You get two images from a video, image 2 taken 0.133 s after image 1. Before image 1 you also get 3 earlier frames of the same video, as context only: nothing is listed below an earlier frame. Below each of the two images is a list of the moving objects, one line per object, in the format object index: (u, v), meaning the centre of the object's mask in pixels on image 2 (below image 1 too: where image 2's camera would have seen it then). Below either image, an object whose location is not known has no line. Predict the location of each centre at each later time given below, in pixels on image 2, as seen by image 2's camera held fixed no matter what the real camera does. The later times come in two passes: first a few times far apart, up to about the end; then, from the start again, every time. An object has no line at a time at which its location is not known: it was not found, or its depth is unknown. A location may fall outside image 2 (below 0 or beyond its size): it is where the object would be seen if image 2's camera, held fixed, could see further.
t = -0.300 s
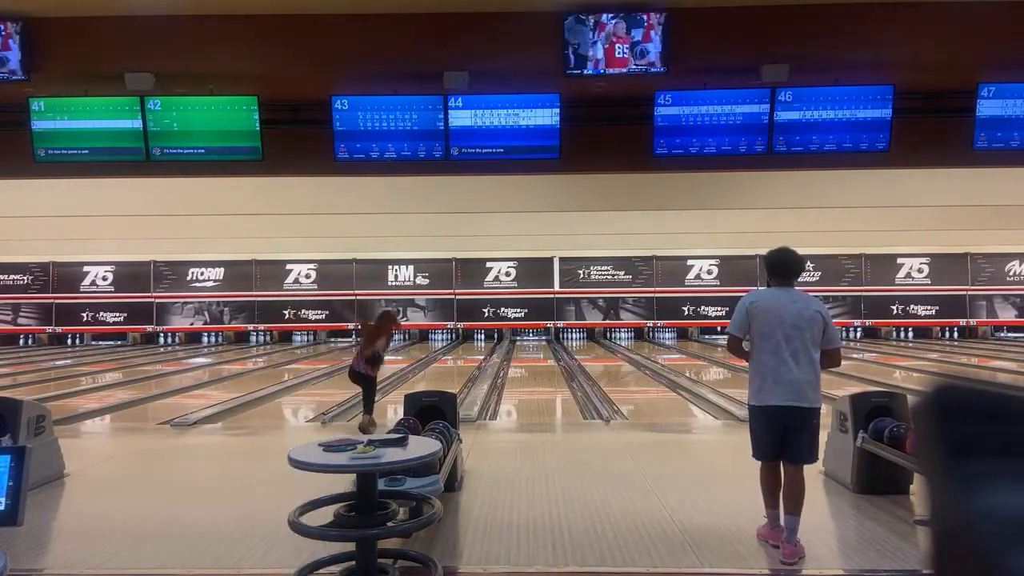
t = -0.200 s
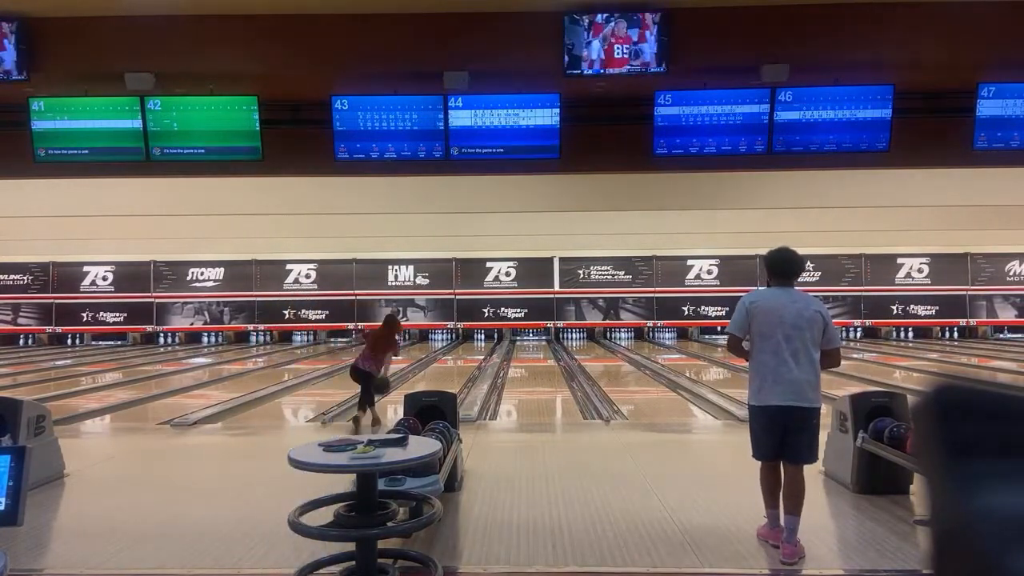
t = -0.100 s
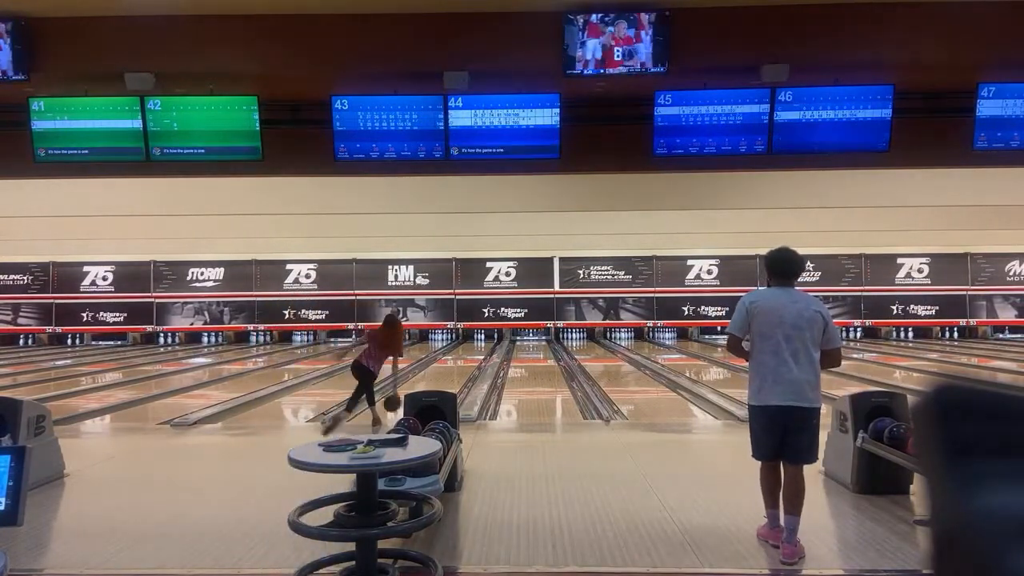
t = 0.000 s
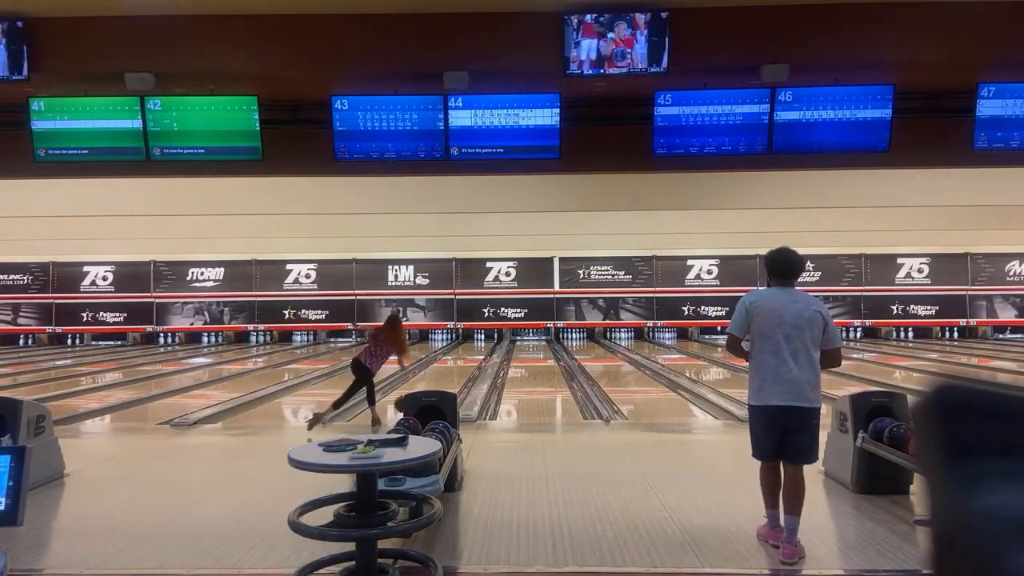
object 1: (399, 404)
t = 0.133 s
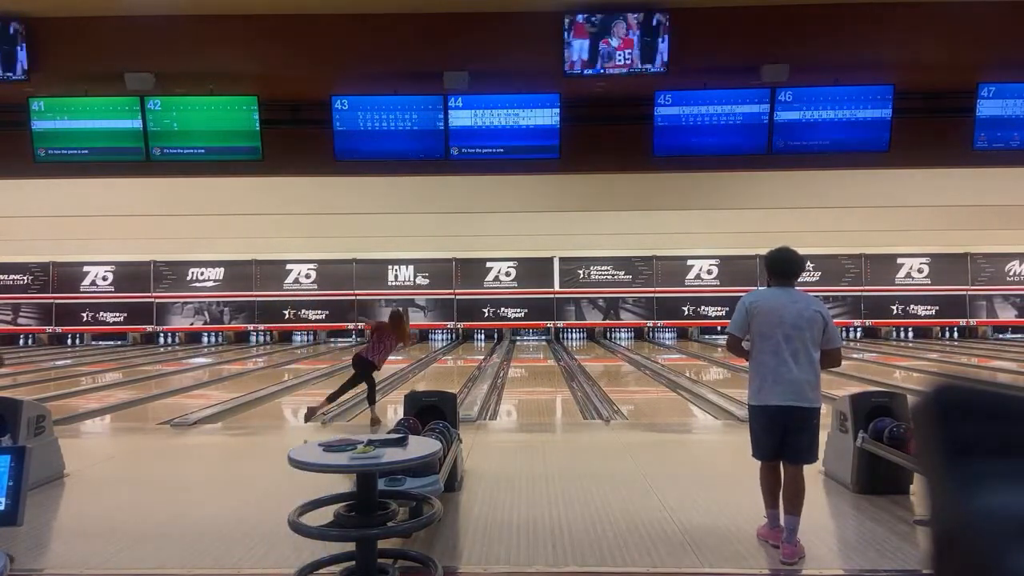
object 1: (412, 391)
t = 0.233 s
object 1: (421, 387)
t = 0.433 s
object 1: (432, 379)
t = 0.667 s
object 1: (443, 369)
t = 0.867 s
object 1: (449, 363)
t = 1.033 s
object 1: (454, 359)
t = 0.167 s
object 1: (415, 390)
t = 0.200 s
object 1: (418, 389)
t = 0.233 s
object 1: (421, 387)
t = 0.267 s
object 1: (423, 387)
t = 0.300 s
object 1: (425, 385)
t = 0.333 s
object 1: (427, 384)
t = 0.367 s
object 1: (429, 383)
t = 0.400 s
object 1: (430, 381)
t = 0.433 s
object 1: (432, 379)
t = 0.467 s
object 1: (434, 378)
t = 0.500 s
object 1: (436, 376)
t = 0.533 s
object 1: (437, 375)
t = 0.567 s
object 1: (439, 373)
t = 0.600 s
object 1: (440, 371)
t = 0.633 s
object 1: (442, 370)
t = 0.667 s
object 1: (443, 369)
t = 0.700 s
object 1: (444, 368)
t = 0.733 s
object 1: (445, 367)
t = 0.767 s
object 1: (446, 366)
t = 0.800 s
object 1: (447, 365)
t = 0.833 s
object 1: (448, 364)
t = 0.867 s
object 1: (449, 363)
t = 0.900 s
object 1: (450, 362)
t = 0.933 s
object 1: (451, 361)
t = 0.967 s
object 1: (452, 360)
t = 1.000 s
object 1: (453, 360)
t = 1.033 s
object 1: (454, 359)
